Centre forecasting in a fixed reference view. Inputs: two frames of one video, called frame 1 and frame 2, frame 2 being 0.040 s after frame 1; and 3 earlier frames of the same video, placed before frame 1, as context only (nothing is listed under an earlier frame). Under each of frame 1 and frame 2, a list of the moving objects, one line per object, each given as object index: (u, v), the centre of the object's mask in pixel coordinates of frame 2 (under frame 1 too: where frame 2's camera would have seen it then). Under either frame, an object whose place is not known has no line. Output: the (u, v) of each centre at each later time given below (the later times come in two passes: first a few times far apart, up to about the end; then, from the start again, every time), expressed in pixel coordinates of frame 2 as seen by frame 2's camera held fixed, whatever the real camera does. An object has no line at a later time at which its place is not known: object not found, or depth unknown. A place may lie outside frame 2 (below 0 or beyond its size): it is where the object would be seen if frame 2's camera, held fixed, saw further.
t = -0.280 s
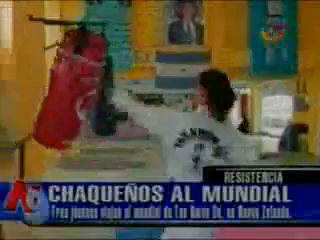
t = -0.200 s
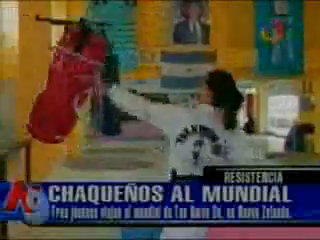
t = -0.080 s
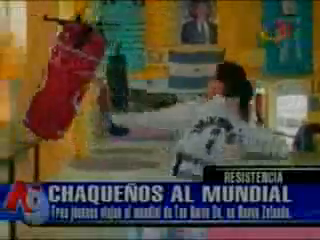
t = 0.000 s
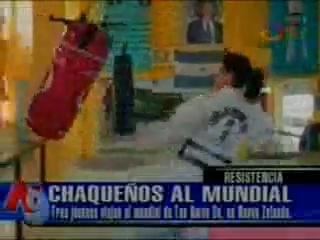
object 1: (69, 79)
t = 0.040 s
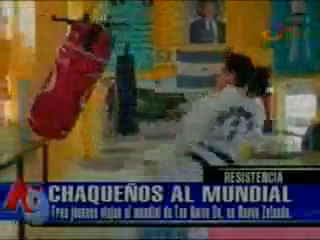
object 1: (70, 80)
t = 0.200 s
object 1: (79, 82)
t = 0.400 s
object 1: (94, 88)
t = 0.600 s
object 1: (117, 97)
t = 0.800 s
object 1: (136, 90)
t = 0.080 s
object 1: (72, 81)
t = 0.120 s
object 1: (74, 83)
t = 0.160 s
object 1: (76, 83)
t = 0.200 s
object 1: (79, 82)
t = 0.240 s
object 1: (82, 83)
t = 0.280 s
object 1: (84, 83)
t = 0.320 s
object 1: (87, 84)
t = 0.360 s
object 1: (91, 85)
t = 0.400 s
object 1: (94, 88)
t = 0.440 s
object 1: (98, 89)
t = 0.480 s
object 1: (103, 90)
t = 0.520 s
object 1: (108, 91)
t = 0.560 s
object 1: (114, 94)
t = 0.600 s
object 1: (117, 97)
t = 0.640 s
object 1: (120, 96)
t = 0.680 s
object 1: (123, 95)
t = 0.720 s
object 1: (126, 94)
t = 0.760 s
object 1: (130, 92)
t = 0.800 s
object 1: (136, 90)
